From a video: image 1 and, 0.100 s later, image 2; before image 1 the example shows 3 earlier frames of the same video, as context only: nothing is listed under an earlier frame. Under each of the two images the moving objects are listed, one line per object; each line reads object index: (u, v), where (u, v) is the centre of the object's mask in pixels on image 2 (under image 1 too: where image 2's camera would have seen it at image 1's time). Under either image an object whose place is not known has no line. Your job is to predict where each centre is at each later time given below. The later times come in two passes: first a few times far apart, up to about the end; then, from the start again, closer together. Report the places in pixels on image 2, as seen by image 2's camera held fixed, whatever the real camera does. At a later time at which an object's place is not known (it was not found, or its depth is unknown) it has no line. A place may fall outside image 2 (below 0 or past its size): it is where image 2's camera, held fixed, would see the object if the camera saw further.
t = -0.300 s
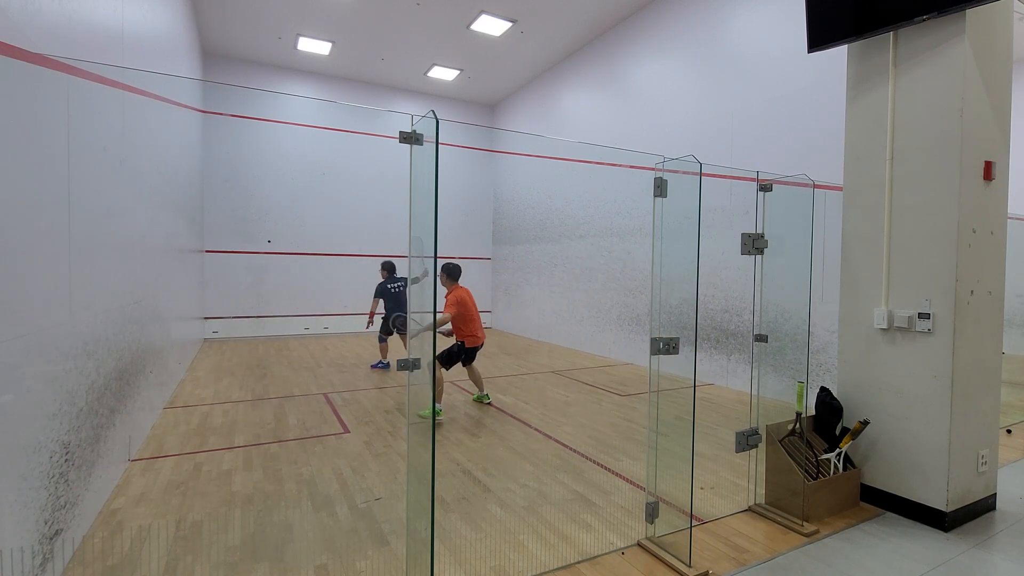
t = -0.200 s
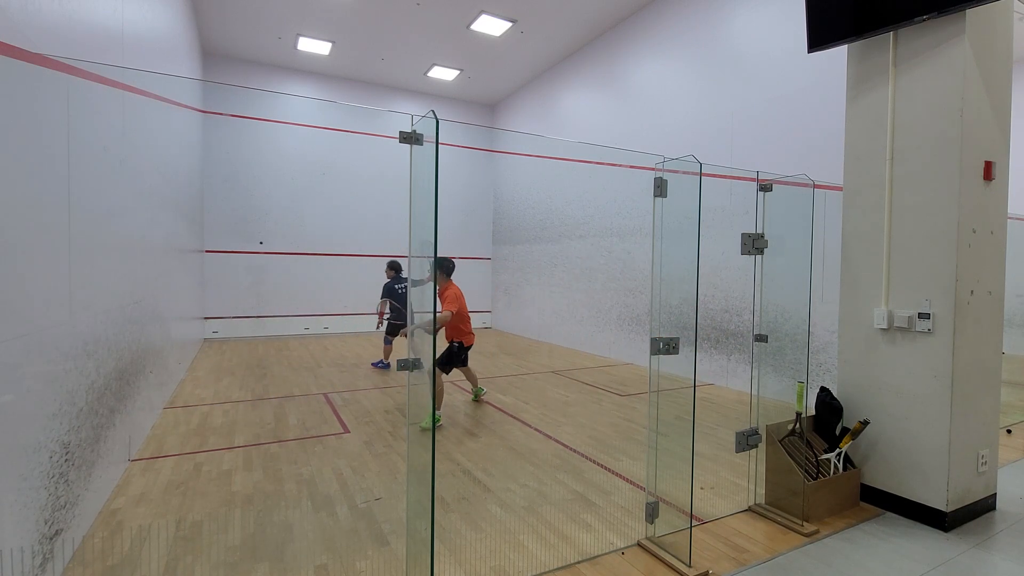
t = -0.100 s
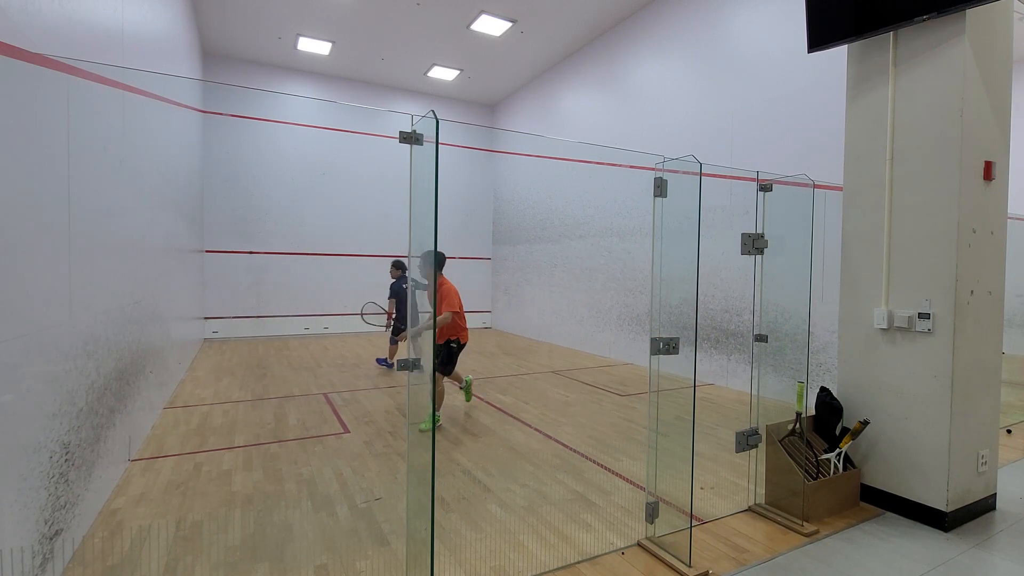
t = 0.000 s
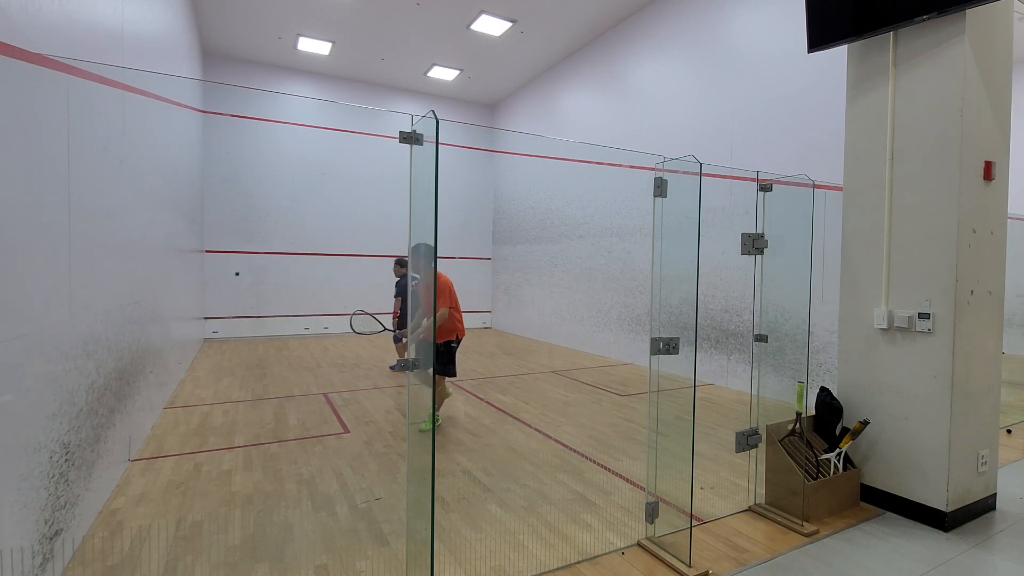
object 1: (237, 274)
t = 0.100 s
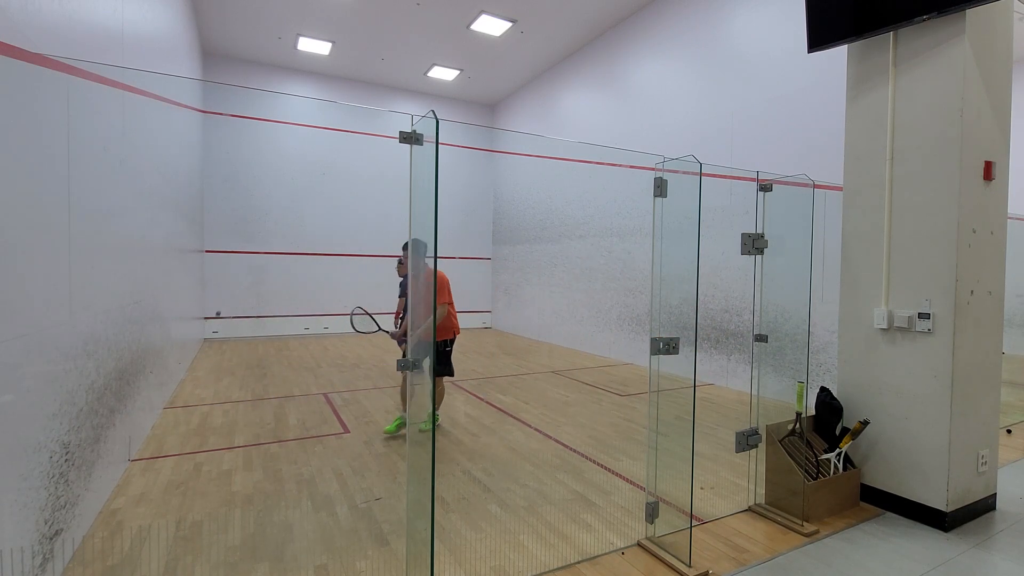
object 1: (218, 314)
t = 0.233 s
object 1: (177, 419)
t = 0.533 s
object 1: (54, 520)
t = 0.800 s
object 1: (16, 482)
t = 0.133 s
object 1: (210, 333)
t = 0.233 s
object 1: (177, 419)
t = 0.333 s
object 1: (128, 548)
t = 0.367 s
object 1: (119, 539)
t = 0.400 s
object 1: (108, 531)
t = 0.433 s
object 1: (97, 525)
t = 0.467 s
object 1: (84, 521)
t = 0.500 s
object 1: (70, 519)
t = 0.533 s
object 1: (54, 520)
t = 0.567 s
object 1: (38, 524)
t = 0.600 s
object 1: (19, 531)
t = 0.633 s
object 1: (3, 541)
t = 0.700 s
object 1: (2, 518)
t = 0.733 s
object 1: (5, 502)
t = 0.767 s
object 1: (10, 491)
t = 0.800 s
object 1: (16, 482)
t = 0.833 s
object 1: (23, 477)
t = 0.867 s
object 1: (29, 475)
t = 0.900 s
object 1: (34, 476)
